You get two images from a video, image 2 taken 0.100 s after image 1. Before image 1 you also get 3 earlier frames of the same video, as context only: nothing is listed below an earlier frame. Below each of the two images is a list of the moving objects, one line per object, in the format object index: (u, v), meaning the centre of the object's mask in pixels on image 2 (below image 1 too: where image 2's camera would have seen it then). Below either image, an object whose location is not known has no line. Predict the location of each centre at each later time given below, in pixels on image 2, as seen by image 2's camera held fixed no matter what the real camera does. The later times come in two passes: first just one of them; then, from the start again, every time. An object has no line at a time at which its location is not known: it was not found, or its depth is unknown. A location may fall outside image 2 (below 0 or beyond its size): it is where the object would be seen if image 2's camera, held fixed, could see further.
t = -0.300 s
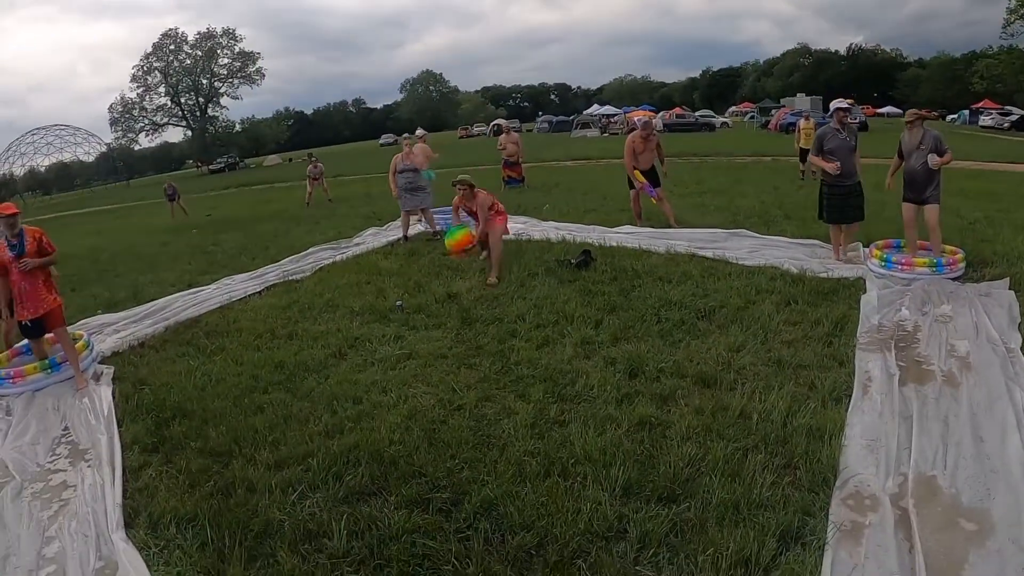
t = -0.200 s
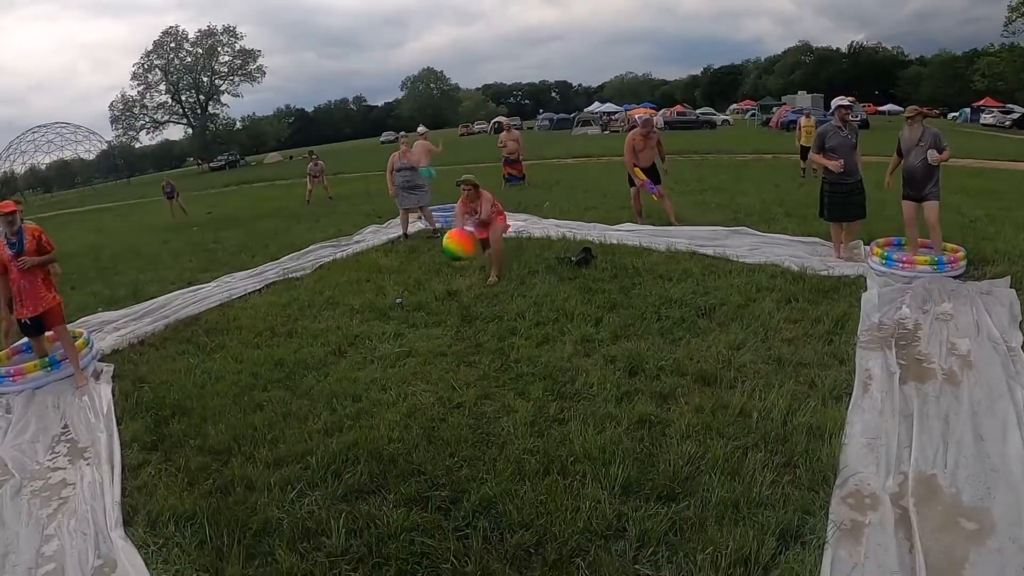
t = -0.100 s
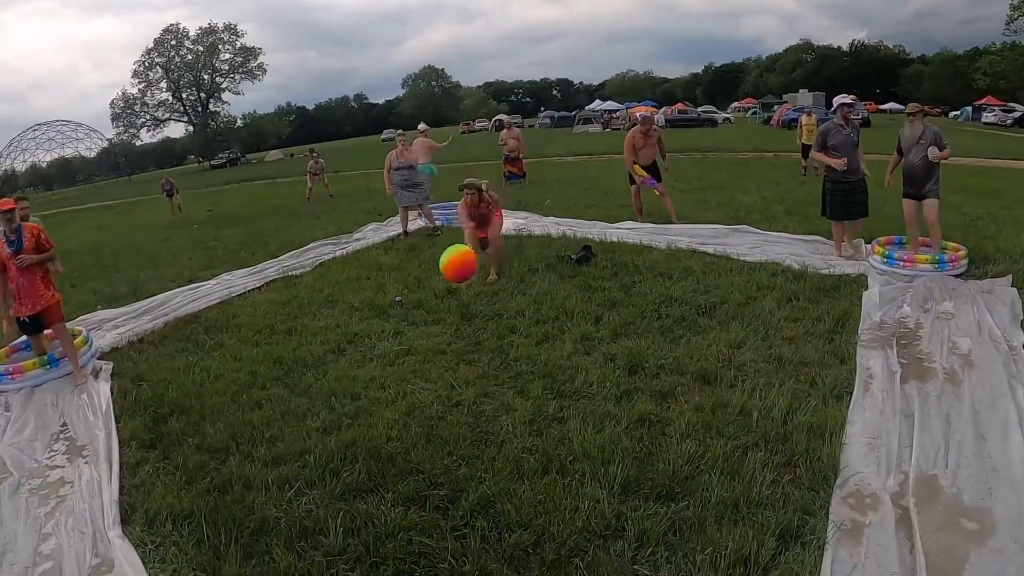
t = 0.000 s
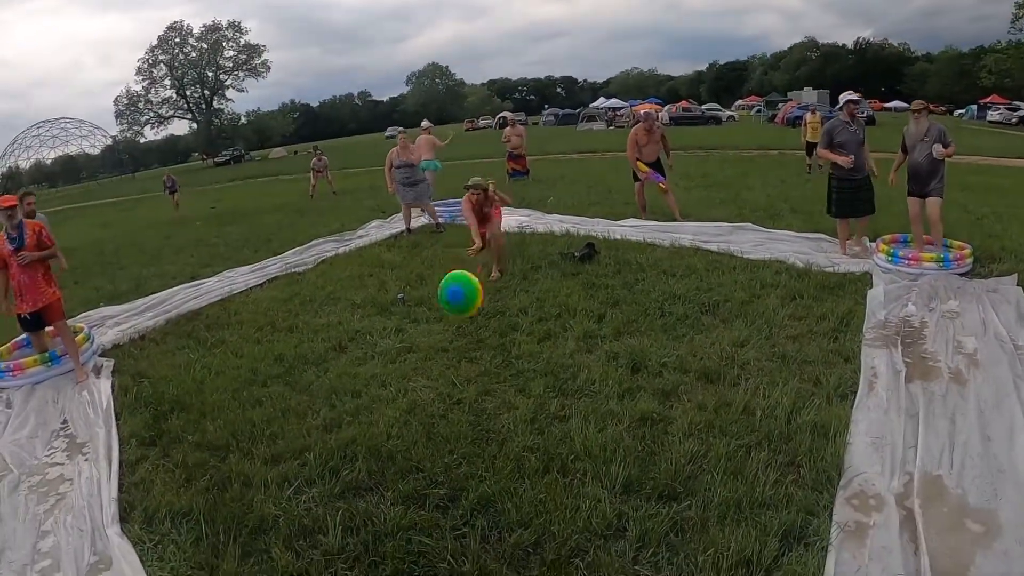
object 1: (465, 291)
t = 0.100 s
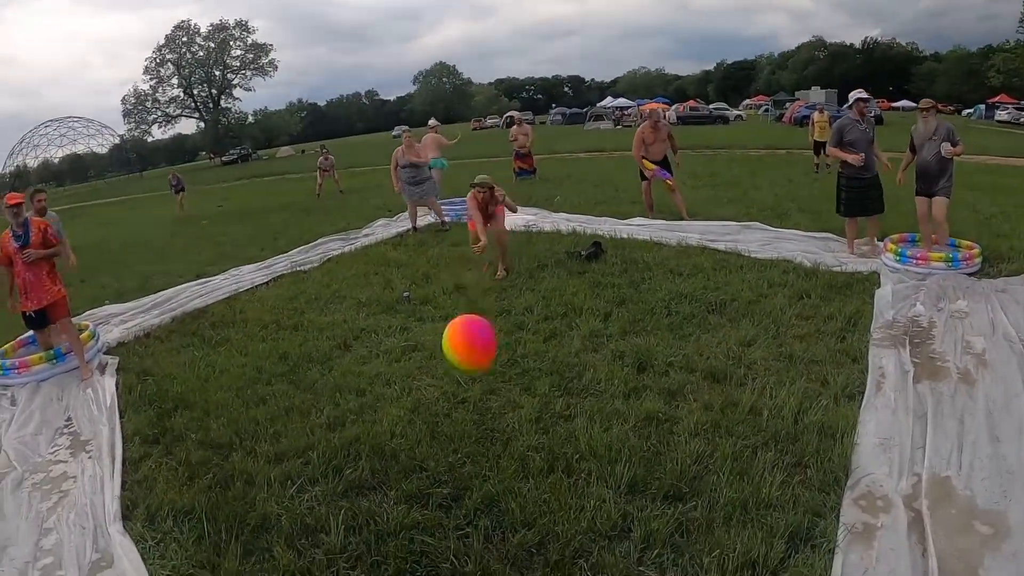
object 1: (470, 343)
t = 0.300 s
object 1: (494, 540)
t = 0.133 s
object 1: (472, 369)
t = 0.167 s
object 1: (475, 399)
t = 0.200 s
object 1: (480, 433)
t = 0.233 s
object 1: (485, 468)
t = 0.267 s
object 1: (491, 507)
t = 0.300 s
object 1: (494, 540)
